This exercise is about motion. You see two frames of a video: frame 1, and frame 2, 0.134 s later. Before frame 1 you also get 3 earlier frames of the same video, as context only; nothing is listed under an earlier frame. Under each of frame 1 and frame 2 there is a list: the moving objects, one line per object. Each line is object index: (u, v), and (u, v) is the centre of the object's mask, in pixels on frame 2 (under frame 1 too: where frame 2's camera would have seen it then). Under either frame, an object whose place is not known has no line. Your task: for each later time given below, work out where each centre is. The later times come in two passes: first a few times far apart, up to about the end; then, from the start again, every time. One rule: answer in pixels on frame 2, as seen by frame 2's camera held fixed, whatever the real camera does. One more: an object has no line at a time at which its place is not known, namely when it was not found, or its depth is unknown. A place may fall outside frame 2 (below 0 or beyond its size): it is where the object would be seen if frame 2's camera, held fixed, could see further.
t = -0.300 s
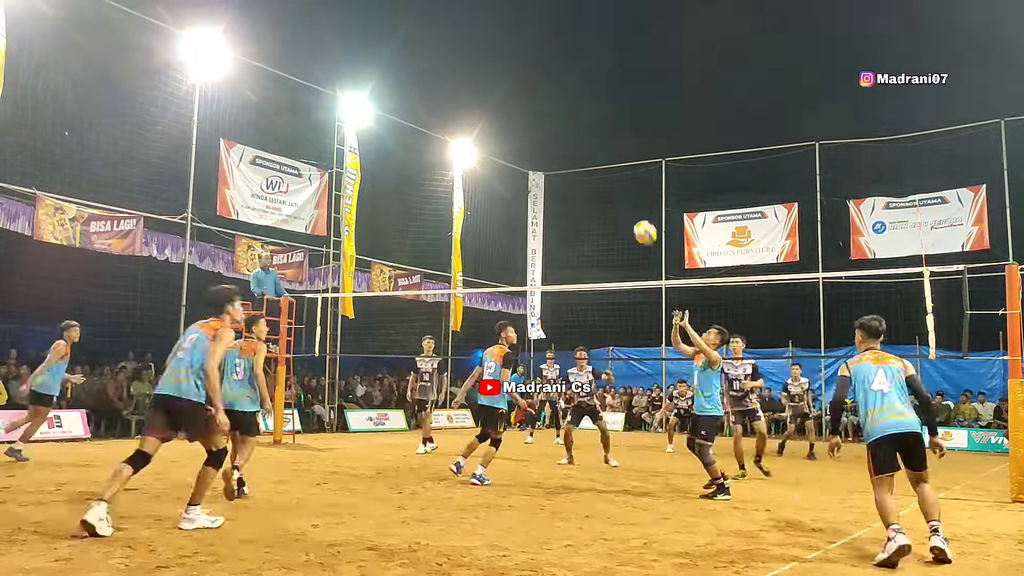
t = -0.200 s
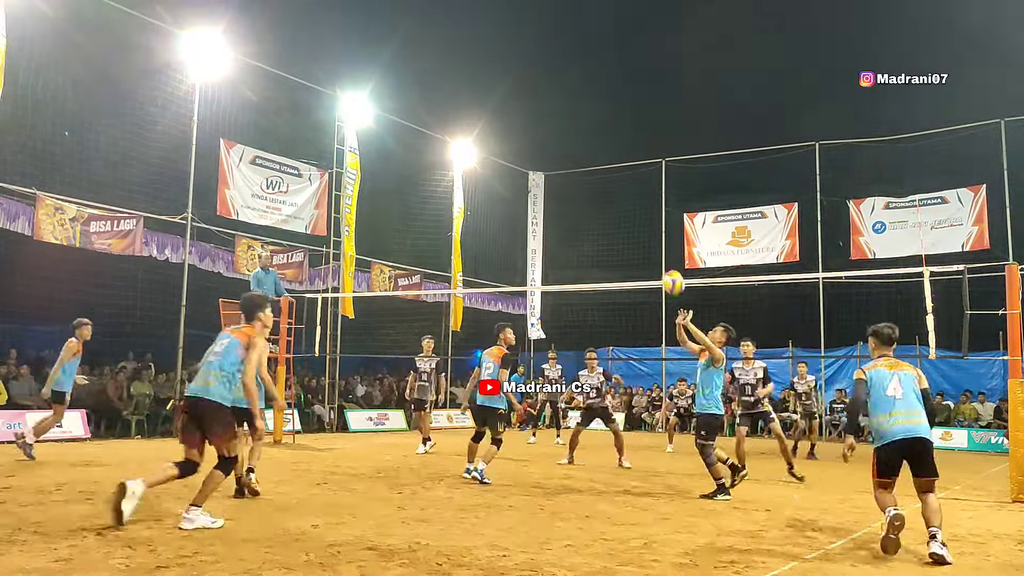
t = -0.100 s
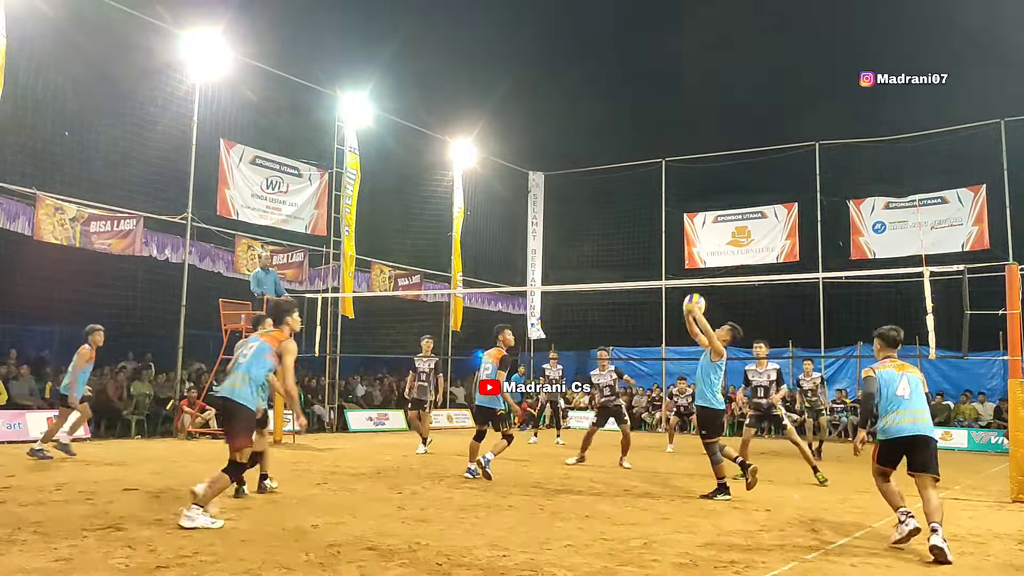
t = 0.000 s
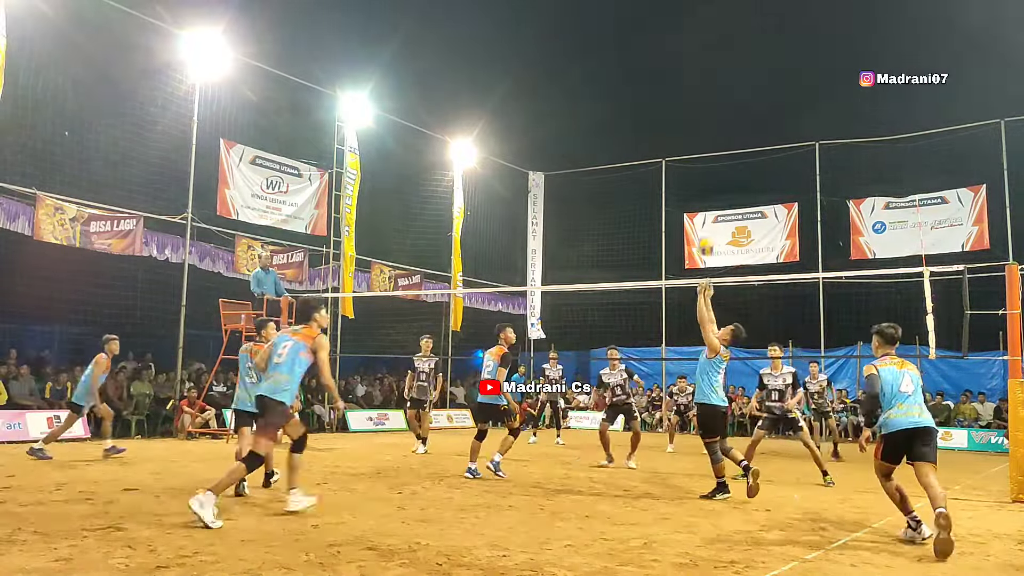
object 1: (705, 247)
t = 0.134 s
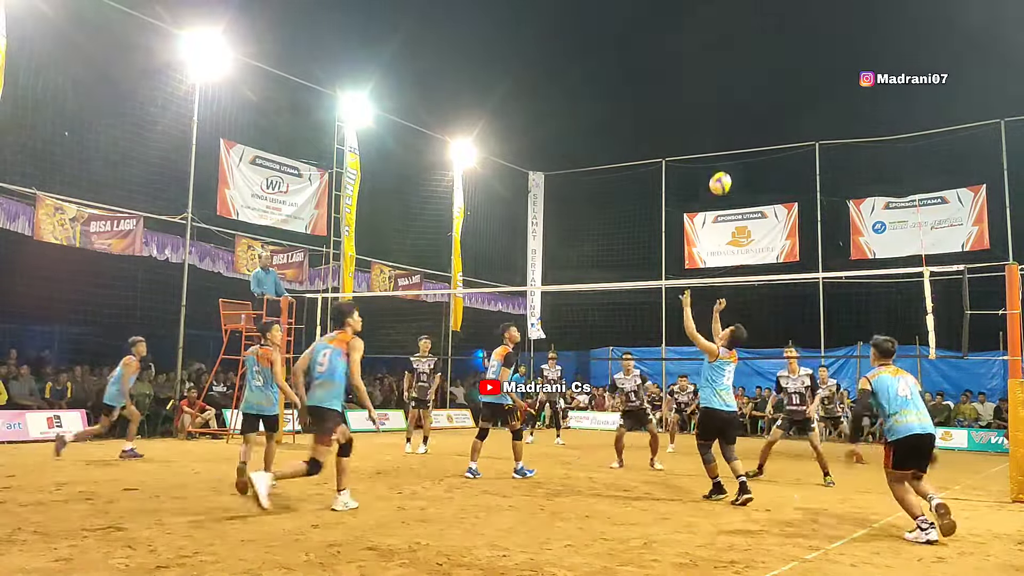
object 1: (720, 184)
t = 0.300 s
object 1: (738, 131)
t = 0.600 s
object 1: (768, 103)
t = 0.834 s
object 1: (790, 135)
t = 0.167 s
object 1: (724, 171)
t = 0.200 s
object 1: (727, 159)
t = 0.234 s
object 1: (731, 149)
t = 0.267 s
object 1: (734, 139)
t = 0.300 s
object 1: (738, 131)
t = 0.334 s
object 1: (741, 124)
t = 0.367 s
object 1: (745, 118)
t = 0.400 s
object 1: (748, 113)
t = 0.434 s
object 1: (751, 108)
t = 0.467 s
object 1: (755, 105)
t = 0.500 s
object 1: (758, 103)
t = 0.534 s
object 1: (761, 102)
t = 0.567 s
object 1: (764, 102)
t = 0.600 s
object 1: (768, 103)
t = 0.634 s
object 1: (771, 105)
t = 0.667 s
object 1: (774, 107)
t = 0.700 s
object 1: (777, 111)
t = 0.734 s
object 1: (781, 116)
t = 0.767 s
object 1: (784, 121)
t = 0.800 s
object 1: (787, 128)
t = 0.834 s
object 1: (790, 135)
